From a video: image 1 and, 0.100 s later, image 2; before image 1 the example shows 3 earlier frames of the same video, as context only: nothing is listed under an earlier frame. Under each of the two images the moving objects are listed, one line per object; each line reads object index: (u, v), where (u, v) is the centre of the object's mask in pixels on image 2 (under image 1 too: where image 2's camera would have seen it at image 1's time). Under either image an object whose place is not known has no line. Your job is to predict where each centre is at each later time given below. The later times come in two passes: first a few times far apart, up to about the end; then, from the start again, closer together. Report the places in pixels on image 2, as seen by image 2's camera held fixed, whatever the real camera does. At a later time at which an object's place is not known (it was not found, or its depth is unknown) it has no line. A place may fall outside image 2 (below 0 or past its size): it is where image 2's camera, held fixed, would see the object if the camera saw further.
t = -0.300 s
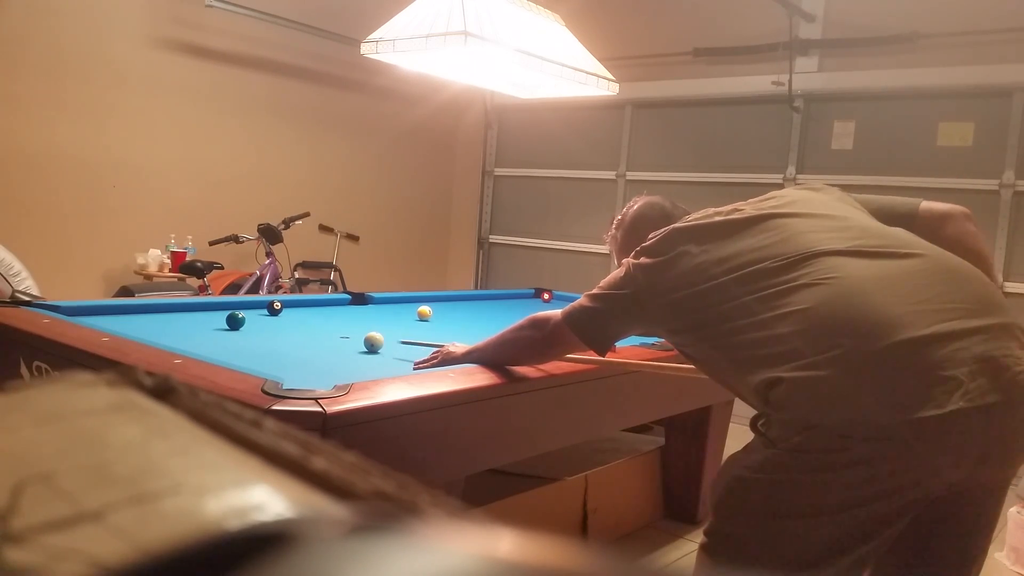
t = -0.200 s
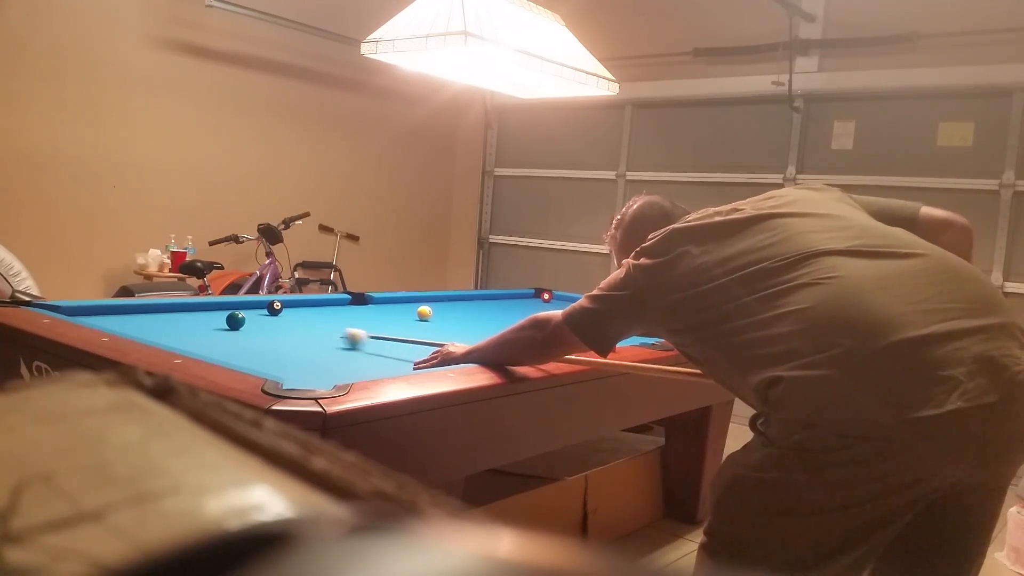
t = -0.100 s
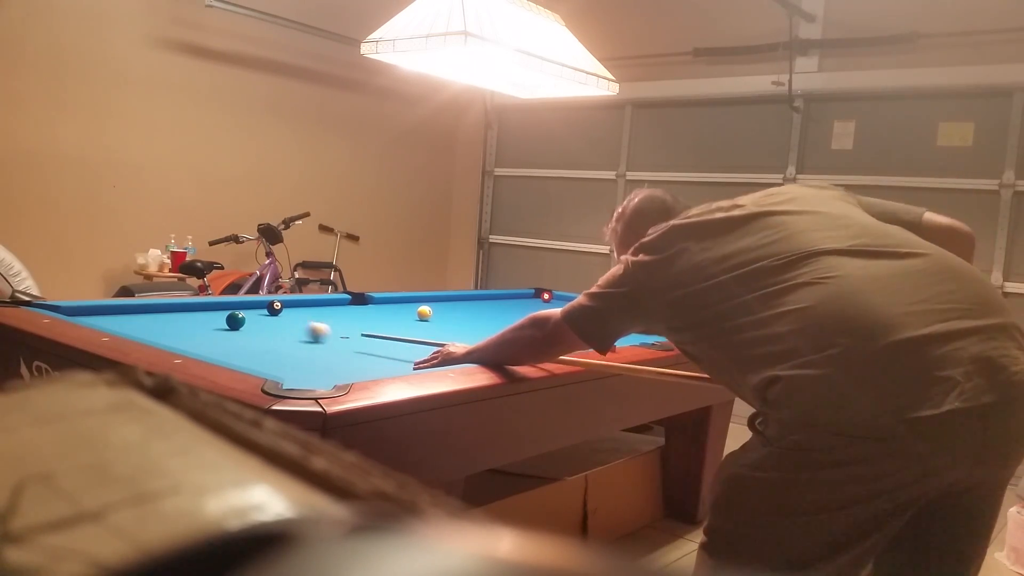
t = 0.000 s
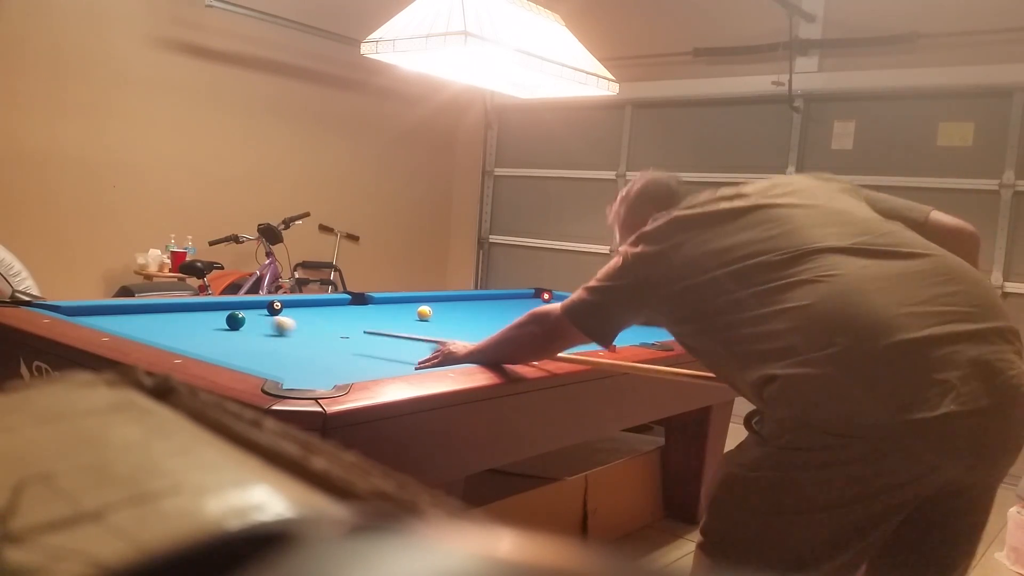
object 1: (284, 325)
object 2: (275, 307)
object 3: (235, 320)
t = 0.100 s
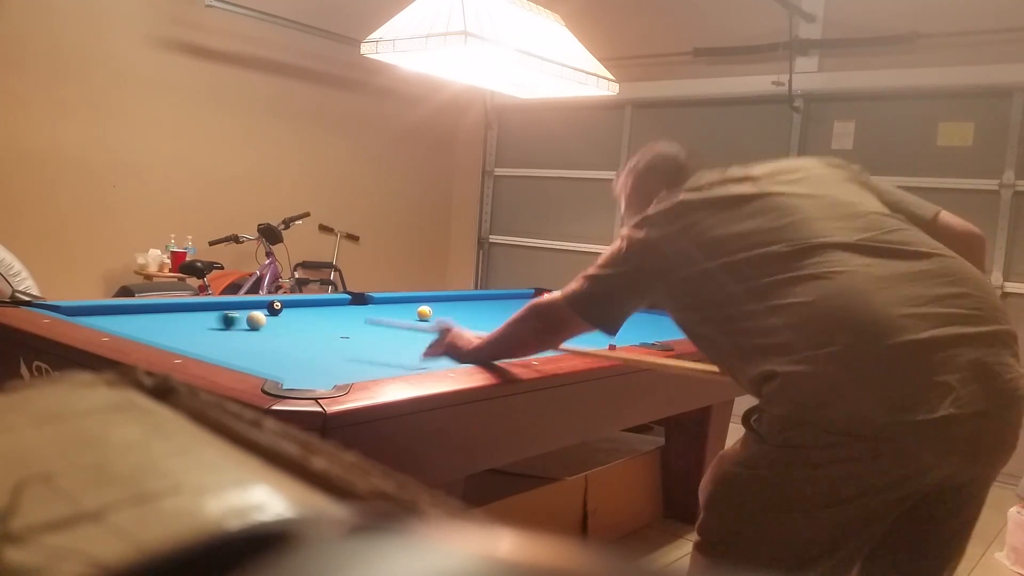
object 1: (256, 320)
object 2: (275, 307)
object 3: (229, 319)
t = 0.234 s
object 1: (253, 316)
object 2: (275, 307)
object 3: (190, 318)
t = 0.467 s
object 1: (243, 307)
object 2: (275, 307)
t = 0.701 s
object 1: (255, 305)
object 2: (274, 308)
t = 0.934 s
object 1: (266, 306)
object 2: (293, 309)
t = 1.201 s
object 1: (273, 306)
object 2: (314, 311)
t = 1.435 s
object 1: (278, 307)
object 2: (331, 313)
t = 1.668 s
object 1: (282, 307)
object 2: (347, 314)
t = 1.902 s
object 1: (285, 307)
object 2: (362, 316)
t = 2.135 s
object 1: (286, 307)
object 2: (375, 317)
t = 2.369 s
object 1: (286, 307)
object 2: (387, 318)
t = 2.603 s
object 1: (286, 307)
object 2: (397, 319)
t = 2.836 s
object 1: (286, 307)
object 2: (406, 320)
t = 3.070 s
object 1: (285, 307)
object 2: (414, 321)
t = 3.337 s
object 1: (285, 307)
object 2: (422, 322)
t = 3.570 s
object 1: (285, 307)
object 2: (427, 322)
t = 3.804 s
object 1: (285, 307)
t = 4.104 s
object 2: (436, 323)
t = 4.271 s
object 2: (437, 323)
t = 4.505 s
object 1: (285, 307)
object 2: (437, 323)
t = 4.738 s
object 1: (285, 307)
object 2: (437, 323)
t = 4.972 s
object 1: (286, 307)
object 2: (437, 323)
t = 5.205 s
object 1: (286, 307)
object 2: (437, 323)
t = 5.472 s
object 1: (286, 307)
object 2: (437, 323)
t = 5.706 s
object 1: (286, 307)
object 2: (437, 323)
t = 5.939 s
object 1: (286, 307)
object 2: (437, 323)
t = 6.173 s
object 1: (286, 307)
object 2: (437, 323)
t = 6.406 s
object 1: (286, 307)
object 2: (437, 323)
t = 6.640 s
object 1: (286, 307)
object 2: (437, 323)
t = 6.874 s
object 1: (286, 307)
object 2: (437, 323)
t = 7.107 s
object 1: (286, 307)
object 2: (437, 323)
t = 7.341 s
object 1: (286, 307)
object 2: (437, 323)
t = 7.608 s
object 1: (286, 307)
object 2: (437, 323)
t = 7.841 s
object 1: (286, 307)
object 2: (437, 323)
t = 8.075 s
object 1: (286, 307)
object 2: (437, 323)
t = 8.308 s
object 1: (286, 307)
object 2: (437, 323)
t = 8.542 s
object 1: (286, 307)
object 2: (437, 323)
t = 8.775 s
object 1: (286, 307)
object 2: (437, 323)
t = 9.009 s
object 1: (286, 307)
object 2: (437, 323)
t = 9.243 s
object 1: (286, 307)
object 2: (437, 323)
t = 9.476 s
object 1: (286, 307)
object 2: (437, 323)
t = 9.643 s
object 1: (286, 307)
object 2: (437, 323)
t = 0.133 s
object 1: (256, 319)
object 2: (275, 307)
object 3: (218, 319)
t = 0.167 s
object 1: (256, 318)
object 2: (275, 307)
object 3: (208, 318)
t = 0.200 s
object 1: (254, 317)
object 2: (275, 308)
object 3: (199, 318)
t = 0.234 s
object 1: (253, 316)
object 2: (275, 307)
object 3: (190, 318)
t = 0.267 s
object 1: (252, 314)
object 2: (275, 307)
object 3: (182, 317)
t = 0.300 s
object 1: (250, 313)
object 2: (275, 307)
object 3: (176, 317)
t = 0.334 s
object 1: (249, 312)
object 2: (275, 307)
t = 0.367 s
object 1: (248, 311)
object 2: (275, 308)
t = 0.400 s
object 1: (246, 310)
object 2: (275, 307)
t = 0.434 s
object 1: (245, 309)
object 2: (275, 308)
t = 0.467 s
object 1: (243, 307)
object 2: (275, 307)
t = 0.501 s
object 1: (242, 306)
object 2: (275, 308)
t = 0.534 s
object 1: (241, 306)
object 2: (275, 307)
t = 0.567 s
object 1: (240, 305)
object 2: (275, 307)
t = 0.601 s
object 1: (240, 304)
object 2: (275, 307)
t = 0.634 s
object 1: (245, 304)
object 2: (275, 307)
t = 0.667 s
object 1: (250, 304)
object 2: (275, 308)
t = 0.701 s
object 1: (255, 305)
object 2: (274, 308)
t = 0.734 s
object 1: (259, 305)
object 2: (275, 307)
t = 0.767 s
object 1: (260, 305)
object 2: (278, 308)
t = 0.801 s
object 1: (261, 306)
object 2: (282, 308)
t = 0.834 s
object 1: (263, 306)
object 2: (285, 308)
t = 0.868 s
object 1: (264, 306)
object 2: (288, 309)
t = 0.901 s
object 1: (265, 306)
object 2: (290, 309)
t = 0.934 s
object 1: (266, 306)
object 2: (293, 309)
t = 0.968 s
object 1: (267, 306)
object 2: (296, 310)
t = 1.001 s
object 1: (268, 306)
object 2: (299, 310)
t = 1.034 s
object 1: (269, 306)
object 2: (302, 310)
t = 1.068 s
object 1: (270, 306)
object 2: (304, 310)
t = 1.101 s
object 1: (271, 306)
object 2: (307, 311)
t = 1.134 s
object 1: (271, 306)
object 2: (309, 311)
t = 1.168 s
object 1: (272, 306)
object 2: (312, 311)
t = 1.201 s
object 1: (273, 306)
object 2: (314, 311)
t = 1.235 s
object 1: (274, 306)
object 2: (317, 312)
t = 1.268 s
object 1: (275, 306)
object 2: (319, 312)
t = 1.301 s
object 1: (276, 306)
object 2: (322, 312)
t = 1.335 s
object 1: (276, 306)
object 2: (324, 312)
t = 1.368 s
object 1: (277, 307)
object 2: (327, 312)
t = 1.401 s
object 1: (278, 307)
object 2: (329, 313)
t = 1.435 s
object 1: (278, 307)
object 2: (331, 313)
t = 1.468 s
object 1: (279, 307)
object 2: (334, 313)
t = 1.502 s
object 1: (280, 307)
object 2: (336, 313)
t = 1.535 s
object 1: (280, 307)
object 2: (338, 314)
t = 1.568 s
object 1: (281, 307)
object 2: (341, 314)
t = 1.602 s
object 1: (281, 307)
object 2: (343, 314)
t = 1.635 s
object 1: (282, 307)
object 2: (345, 314)
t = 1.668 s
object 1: (282, 307)
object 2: (347, 314)
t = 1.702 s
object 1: (283, 307)
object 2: (349, 314)
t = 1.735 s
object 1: (283, 307)
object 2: (352, 315)
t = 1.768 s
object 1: (284, 307)
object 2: (353, 315)
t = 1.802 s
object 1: (284, 307)
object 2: (356, 315)
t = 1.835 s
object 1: (284, 307)
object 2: (358, 315)
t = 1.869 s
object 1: (284, 307)
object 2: (360, 316)
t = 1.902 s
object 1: (285, 307)
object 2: (362, 316)
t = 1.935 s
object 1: (285, 307)
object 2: (364, 316)
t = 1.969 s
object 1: (285, 307)
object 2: (365, 316)
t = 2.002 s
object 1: (285, 307)
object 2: (367, 316)
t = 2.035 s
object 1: (285, 307)
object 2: (369, 316)
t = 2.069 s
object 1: (286, 307)
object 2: (371, 317)
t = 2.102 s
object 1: (286, 307)
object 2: (373, 317)
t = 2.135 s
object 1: (286, 307)
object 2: (375, 317)
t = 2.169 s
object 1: (286, 307)
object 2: (377, 317)
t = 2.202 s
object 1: (286, 307)
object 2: (378, 317)
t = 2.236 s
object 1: (286, 307)
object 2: (380, 318)
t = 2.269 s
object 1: (286, 307)
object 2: (382, 318)
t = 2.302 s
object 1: (286, 307)
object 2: (383, 318)
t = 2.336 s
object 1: (286, 307)
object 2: (385, 318)
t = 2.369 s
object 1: (286, 307)
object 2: (387, 318)
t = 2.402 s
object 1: (286, 307)
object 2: (388, 318)
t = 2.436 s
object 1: (286, 307)
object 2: (390, 319)
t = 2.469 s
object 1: (286, 307)
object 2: (391, 319)
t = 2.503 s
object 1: (286, 307)
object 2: (393, 319)
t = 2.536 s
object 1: (286, 307)
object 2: (394, 319)
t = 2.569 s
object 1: (286, 307)
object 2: (396, 319)
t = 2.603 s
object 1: (286, 307)
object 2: (397, 319)
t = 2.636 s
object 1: (286, 307)
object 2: (399, 319)
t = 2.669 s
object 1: (286, 307)
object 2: (400, 319)
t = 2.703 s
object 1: (286, 307)
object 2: (401, 320)
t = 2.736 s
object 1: (286, 307)
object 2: (403, 320)
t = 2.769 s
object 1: (286, 307)
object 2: (404, 320)
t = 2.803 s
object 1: (286, 307)
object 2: (405, 320)
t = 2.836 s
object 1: (286, 307)
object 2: (406, 320)
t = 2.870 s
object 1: (286, 307)
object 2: (408, 320)
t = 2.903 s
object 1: (286, 307)
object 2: (409, 320)
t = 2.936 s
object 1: (286, 307)
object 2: (410, 320)
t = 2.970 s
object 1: (285, 307)
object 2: (411, 320)
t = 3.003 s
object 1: (285, 307)
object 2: (412, 320)
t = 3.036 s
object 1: (285, 307)
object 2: (413, 321)
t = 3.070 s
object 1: (285, 307)
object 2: (414, 321)
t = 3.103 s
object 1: (285, 307)
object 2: (415, 321)
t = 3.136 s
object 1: (285, 307)
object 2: (416, 321)
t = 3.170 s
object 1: (285, 307)
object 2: (417, 321)
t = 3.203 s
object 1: (285, 307)
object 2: (418, 321)
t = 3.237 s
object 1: (285, 307)
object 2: (419, 322)
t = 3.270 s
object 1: (285, 307)
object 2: (420, 322)
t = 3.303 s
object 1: (285, 307)
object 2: (421, 322)
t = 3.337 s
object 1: (285, 307)
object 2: (422, 322)
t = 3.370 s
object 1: (285, 307)
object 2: (423, 322)
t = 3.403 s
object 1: (285, 307)
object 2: (423, 322)
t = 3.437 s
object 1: (285, 307)
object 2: (423, 322)
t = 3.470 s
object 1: (285, 307)
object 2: (426, 322)
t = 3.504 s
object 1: (285, 307)
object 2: (426, 322)
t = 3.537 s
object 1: (285, 307)
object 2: (427, 322)
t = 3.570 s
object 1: (285, 307)
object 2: (427, 322)
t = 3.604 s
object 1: (285, 307)
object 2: (426, 321)
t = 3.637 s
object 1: (285, 307)
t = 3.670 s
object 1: (285, 307)
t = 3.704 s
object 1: (285, 307)
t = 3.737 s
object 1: (285, 307)
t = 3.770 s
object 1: (285, 307)
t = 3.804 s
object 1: (285, 307)
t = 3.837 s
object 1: (285, 307)
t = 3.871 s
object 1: (285, 307)
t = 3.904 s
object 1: (285, 307)
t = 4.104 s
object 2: (436, 323)
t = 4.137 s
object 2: (436, 323)
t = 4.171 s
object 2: (436, 323)
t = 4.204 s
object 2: (436, 323)
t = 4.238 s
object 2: (437, 323)
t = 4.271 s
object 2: (437, 323)
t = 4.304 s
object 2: (437, 323)
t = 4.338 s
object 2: (437, 323)
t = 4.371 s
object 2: (437, 323)
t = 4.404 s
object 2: (437, 323)
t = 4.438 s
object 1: (290, 305)
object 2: (437, 323)
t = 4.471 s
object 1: (285, 307)
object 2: (437, 323)
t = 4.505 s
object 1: (285, 307)
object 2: (437, 323)
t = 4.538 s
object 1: (285, 307)
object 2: (437, 323)
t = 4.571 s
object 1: (285, 307)
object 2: (437, 323)
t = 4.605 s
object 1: (285, 307)
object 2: (437, 323)
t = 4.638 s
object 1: (285, 307)
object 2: (437, 323)
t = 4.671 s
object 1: (285, 307)
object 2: (437, 323)
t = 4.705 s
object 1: (285, 307)
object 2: (437, 323)
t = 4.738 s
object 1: (285, 307)
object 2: (437, 323)
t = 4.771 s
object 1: (286, 307)
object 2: (437, 323)
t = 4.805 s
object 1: (286, 307)
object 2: (437, 323)
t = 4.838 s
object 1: (286, 307)
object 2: (437, 323)
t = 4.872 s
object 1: (286, 307)
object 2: (437, 323)
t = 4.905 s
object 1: (286, 307)
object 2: (437, 323)
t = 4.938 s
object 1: (286, 307)
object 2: (437, 323)
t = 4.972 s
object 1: (286, 307)
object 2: (437, 323)
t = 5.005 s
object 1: (286, 307)
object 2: (437, 323)
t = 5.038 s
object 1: (286, 307)
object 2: (437, 323)
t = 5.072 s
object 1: (286, 307)
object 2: (437, 323)
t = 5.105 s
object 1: (286, 307)
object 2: (437, 323)
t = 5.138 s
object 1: (286, 307)
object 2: (437, 323)
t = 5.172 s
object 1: (286, 307)
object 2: (437, 323)
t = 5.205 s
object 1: (286, 307)
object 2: (437, 323)
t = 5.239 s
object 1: (286, 307)
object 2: (437, 323)
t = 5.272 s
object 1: (286, 307)
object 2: (437, 323)
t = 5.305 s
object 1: (286, 307)
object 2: (437, 323)
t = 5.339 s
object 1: (286, 307)
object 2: (437, 323)
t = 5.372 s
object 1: (286, 307)
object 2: (437, 323)
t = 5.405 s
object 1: (286, 307)
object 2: (437, 323)
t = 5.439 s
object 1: (286, 307)
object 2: (437, 323)
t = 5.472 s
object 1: (286, 307)
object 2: (437, 323)
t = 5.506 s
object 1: (286, 307)
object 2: (437, 323)
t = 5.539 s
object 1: (286, 307)
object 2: (437, 323)
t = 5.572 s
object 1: (286, 307)
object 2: (437, 323)
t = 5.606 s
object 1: (286, 307)
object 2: (437, 323)
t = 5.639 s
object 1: (286, 307)
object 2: (437, 323)
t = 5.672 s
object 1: (286, 307)
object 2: (437, 323)
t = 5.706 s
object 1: (286, 307)
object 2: (437, 323)
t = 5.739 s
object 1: (286, 307)
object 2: (437, 323)
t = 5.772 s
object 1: (286, 307)
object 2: (437, 323)
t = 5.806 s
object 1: (286, 307)
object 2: (437, 323)
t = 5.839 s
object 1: (286, 307)
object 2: (437, 323)
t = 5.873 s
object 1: (286, 307)
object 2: (437, 323)
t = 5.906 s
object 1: (286, 307)
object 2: (437, 323)
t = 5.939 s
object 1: (286, 307)
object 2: (437, 323)
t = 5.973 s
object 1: (286, 307)
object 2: (437, 323)
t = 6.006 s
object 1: (286, 307)
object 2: (437, 323)
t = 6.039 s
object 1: (286, 307)
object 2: (437, 323)
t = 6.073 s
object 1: (286, 307)
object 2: (437, 323)
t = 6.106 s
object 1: (286, 307)
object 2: (437, 323)
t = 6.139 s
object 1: (286, 307)
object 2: (437, 323)
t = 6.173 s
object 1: (286, 307)
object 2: (437, 323)
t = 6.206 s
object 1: (286, 307)
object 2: (437, 323)
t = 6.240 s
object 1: (286, 307)
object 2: (437, 323)
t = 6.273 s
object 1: (286, 307)
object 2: (437, 323)
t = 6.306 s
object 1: (286, 307)
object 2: (437, 323)
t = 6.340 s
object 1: (286, 307)
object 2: (437, 323)
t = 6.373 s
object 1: (286, 307)
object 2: (437, 323)
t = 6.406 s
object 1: (286, 307)
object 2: (437, 323)
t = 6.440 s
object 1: (286, 307)
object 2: (437, 323)
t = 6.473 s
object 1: (286, 307)
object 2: (437, 323)
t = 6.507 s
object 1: (286, 307)
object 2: (437, 323)
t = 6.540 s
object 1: (286, 307)
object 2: (437, 323)
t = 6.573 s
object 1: (286, 307)
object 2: (437, 323)
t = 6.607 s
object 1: (286, 307)
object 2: (437, 323)
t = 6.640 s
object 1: (286, 307)
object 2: (437, 323)
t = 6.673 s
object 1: (286, 307)
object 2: (437, 323)
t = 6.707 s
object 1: (286, 307)
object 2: (437, 323)
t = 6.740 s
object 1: (286, 307)
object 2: (437, 323)
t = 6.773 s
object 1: (286, 307)
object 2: (437, 323)
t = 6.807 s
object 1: (286, 307)
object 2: (437, 323)
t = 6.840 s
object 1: (286, 307)
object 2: (437, 323)
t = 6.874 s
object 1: (286, 307)
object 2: (437, 323)
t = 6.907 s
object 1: (286, 307)
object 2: (437, 323)
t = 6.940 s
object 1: (286, 307)
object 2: (437, 323)
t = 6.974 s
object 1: (286, 307)
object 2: (437, 323)
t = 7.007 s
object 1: (286, 307)
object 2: (437, 323)
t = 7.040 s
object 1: (286, 307)
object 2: (437, 323)
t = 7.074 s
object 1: (286, 307)
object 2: (437, 323)
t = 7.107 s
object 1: (286, 307)
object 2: (437, 323)
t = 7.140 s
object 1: (286, 307)
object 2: (437, 323)
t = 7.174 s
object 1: (286, 307)
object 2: (437, 323)
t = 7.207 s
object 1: (286, 307)
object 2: (437, 323)
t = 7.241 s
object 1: (286, 307)
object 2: (437, 323)
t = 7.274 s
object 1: (286, 307)
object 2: (437, 323)
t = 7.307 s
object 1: (286, 307)
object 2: (437, 323)
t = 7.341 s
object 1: (286, 307)
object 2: (437, 323)
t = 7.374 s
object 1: (286, 307)
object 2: (437, 323)
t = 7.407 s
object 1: (286, 307)
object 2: (437, 323)
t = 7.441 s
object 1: (286, 307)
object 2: (437, 323)
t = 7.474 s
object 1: (286, 307)
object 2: (437, 323)
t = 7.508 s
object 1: (286, 307)
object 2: (437, 323)
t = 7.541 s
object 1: (286, 307)
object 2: (437, 323)
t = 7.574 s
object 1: (286, 307)
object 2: (437, 323)
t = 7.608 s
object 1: (286, 307)
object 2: (437, 323)
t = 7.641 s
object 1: (286, 307)
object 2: (437, 323)
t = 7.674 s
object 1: (286, 307)
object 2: (437, 323)
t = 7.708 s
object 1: (286, 307)
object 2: (437, 323)
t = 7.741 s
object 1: (286, 307)
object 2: (437, 323)
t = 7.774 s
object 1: (286, 307)
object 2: (437, 323)
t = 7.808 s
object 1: (286, 307)
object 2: (437, 323)
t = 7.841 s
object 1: (286, 307)
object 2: (437, 323)
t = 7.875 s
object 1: (286, 307)
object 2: (437, 323)
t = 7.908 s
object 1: (286, 307)
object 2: (437, 323)
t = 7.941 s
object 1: (286, 307)
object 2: (437, 323)
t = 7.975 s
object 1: (286, 307)
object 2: (437, 323)
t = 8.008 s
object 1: (286, 307)
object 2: (437, 323)
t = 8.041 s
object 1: (286, 307)
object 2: (437, 323)
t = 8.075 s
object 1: (286, 307)
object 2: (437, 323)
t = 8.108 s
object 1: (286, 307)
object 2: (437, 323)
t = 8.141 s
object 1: (286, 307)
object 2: (437, 323)
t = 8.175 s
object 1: (286, 307)
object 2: (437, 323)
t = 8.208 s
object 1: (286, 307)
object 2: (437, 323)
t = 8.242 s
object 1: (286, 307)
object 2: (437, 323)
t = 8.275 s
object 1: (286, 307)
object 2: (437, 323)
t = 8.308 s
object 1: (286, 307)
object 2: (437, 323)
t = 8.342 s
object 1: (286, 307)
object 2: (437, 323)
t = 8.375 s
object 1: (286, 307)
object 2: (437, 323)
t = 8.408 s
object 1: (286, 307)
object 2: (437, 323)
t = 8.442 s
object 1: (286, 307)
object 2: (437, 323)
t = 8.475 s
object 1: (286, 307)
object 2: (437, 323)
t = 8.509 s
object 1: (286, 307)
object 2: (437, 323)
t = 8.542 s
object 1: (286, 307)
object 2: (437, 323)
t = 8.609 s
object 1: (286, 307)
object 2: (437, 323)
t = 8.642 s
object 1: (286, 307)
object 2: (437, 323)
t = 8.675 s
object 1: (286, 307)
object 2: (437, 323)
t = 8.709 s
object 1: (286, 307)
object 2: (437, 323)
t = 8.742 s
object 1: (286, 307)
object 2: (437, 323)
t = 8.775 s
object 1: (286, 307)
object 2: (437, 323)
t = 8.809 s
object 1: (286, 307)
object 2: (437, 323)
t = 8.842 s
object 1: (286, 307)
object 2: (437, 323)
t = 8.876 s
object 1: (286, 307)
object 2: (437, 323)
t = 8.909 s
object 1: (286, 307)
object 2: (437, 323)
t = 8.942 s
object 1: (286, 307)
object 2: (437, 323)
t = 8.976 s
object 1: (286, 307)
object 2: (437, 323)
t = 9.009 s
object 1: (286, 307)
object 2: (437, 323)
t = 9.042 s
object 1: (286, 307)
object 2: (437, 323)
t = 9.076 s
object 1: (286, 307)
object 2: (437, 323)
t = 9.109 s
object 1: (286, 307)
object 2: (437, 323)
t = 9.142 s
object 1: (286, 307)
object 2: (437, 323)
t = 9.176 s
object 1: (286, 307)
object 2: (437, 323)
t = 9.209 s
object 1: (286, 307)
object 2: (437, 323)
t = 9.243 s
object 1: (286, 307)
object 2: (437, 323)
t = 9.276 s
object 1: (286, 307)
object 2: (437, 323)
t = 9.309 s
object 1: (286, 307)
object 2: (437, 323)
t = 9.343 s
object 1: (286, 307)
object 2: (437, 323)
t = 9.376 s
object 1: (286, 307)
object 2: (437, 323)
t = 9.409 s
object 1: (286, 307)
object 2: (437, 323)
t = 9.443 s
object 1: (286, 307)
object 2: (437, 323)
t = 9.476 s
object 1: (286, 307)
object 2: (437, 323)
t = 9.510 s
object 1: (286, 307)
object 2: (437, 323)
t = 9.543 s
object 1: (286, 307)
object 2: (437, 323)
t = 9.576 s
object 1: (286, 307)
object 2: (437, 323)
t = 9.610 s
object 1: (286, 307)
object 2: (437, 323)
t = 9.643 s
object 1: (286, 307)
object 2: (437, 323)
